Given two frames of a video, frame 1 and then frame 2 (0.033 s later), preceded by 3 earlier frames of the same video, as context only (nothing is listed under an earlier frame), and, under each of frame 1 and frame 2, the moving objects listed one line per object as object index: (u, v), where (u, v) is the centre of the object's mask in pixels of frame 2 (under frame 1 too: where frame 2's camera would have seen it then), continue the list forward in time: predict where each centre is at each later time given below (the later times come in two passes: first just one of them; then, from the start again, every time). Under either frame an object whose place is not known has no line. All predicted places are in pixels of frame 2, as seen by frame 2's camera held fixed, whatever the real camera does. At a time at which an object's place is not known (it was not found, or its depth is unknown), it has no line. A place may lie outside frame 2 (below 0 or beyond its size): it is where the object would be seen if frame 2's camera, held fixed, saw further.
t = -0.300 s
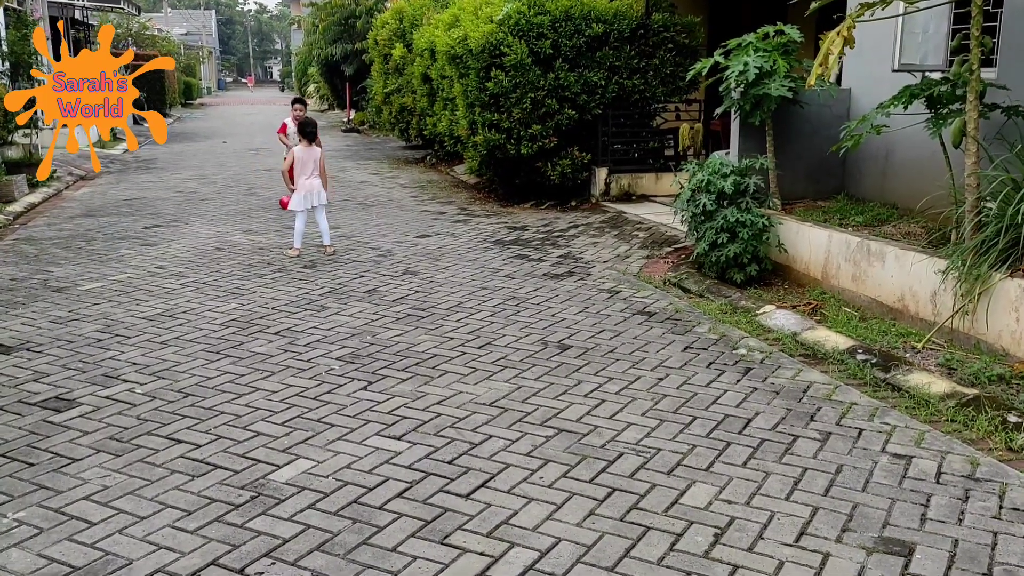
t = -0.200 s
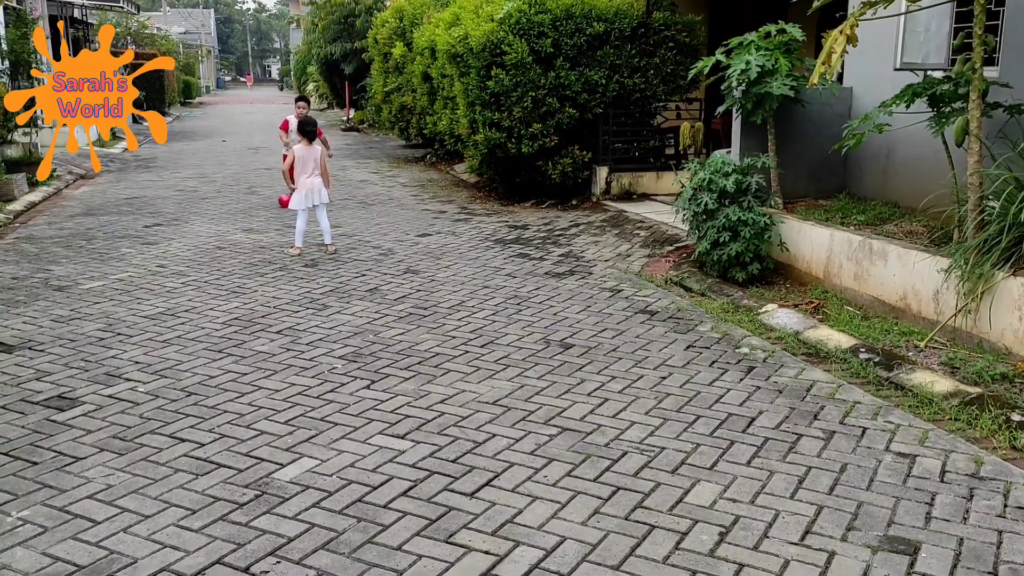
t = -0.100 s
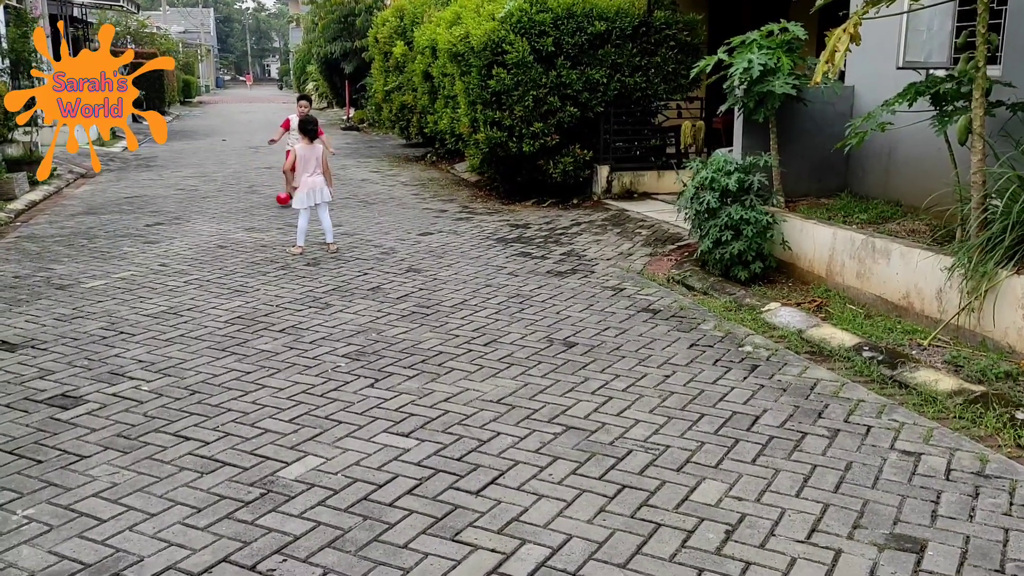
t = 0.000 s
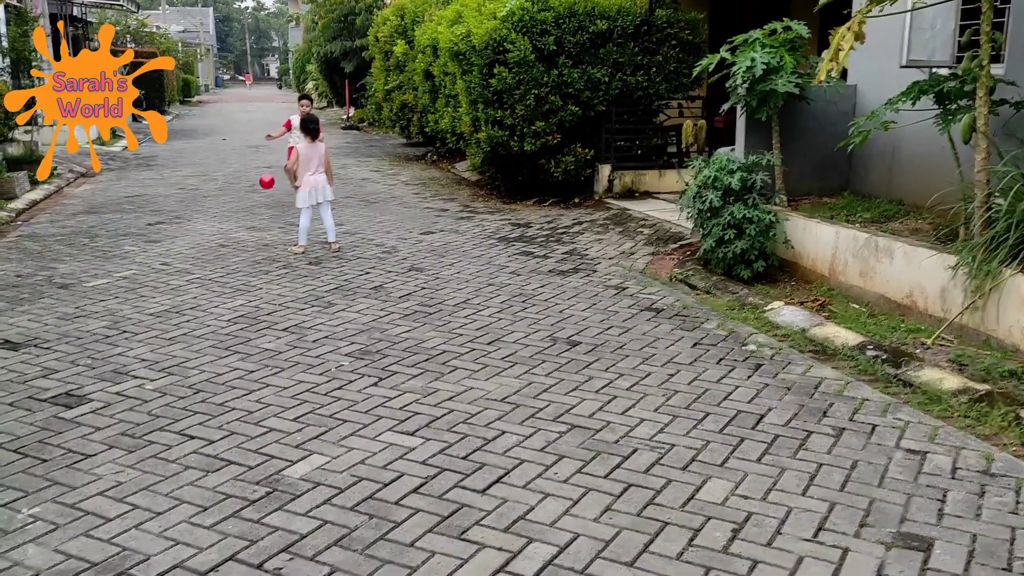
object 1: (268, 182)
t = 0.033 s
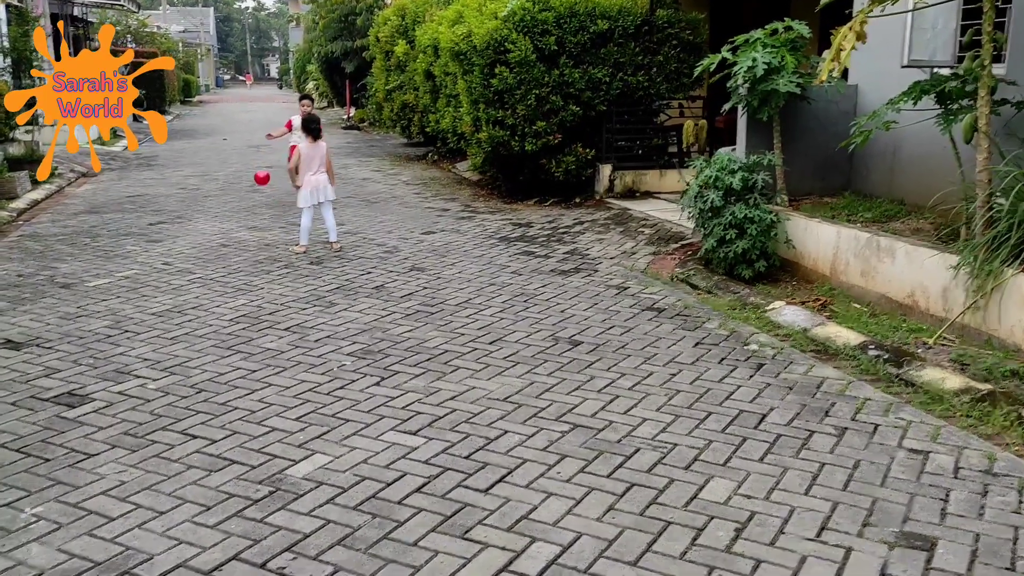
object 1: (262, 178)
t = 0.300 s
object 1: (203, 193)
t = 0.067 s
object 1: (256, 175)
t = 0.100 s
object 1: (249, 173)
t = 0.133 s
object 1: (242, 173)
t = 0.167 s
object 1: (235, 173)
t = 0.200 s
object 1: (228, 176)
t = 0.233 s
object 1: (220, 180)
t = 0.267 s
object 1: (212, 185)
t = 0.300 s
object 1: (203, 193)
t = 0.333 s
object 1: (195, 204)
